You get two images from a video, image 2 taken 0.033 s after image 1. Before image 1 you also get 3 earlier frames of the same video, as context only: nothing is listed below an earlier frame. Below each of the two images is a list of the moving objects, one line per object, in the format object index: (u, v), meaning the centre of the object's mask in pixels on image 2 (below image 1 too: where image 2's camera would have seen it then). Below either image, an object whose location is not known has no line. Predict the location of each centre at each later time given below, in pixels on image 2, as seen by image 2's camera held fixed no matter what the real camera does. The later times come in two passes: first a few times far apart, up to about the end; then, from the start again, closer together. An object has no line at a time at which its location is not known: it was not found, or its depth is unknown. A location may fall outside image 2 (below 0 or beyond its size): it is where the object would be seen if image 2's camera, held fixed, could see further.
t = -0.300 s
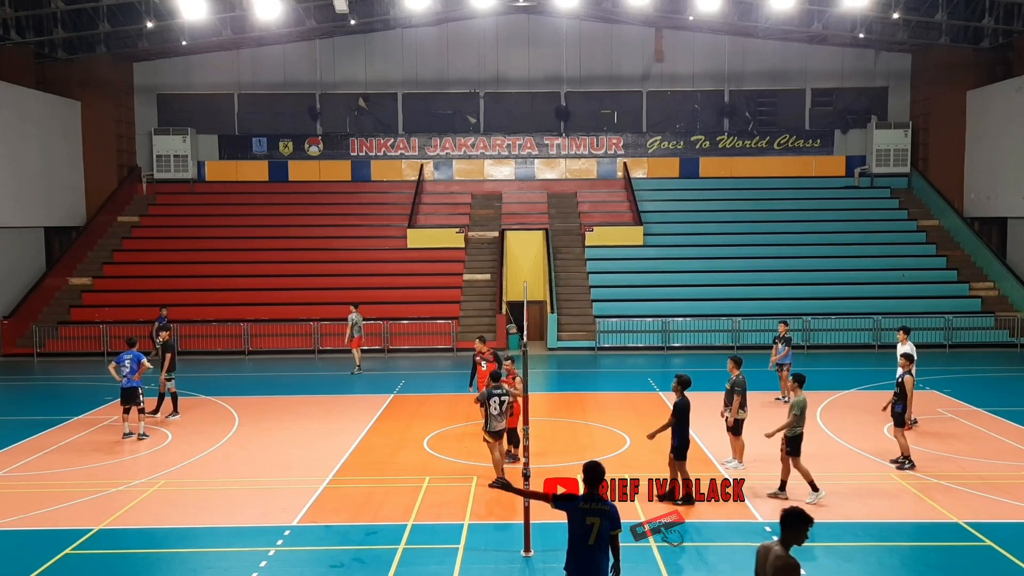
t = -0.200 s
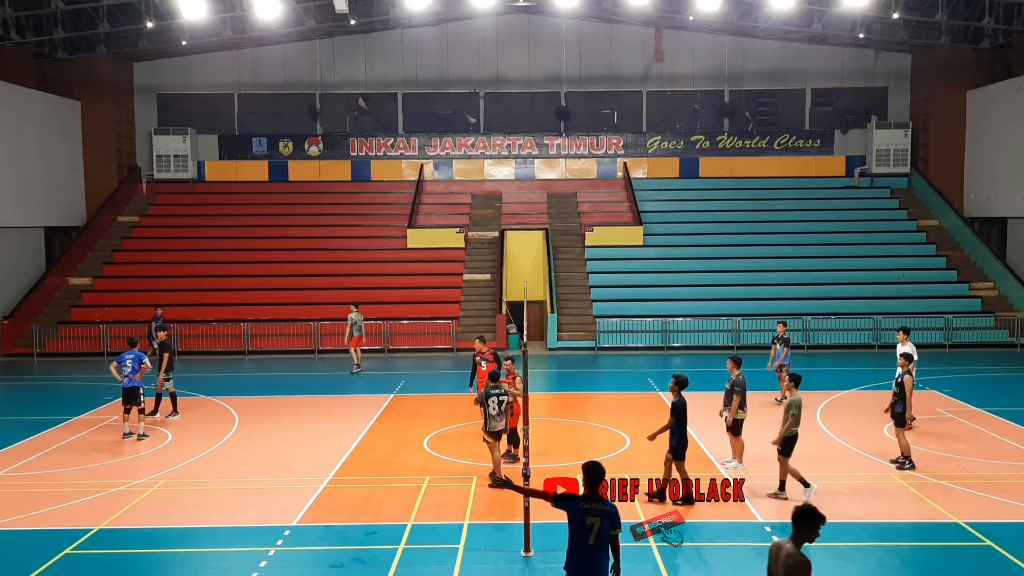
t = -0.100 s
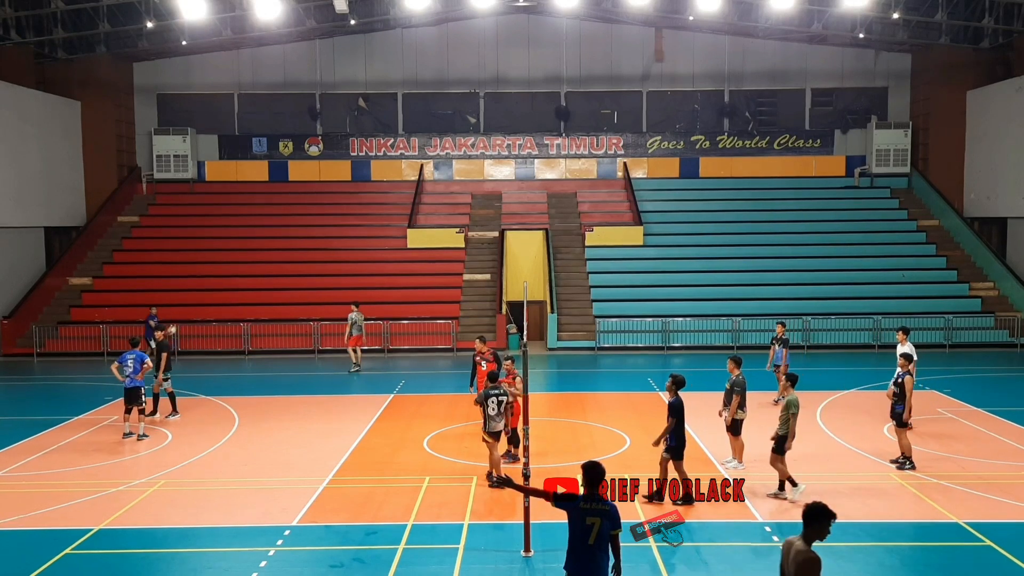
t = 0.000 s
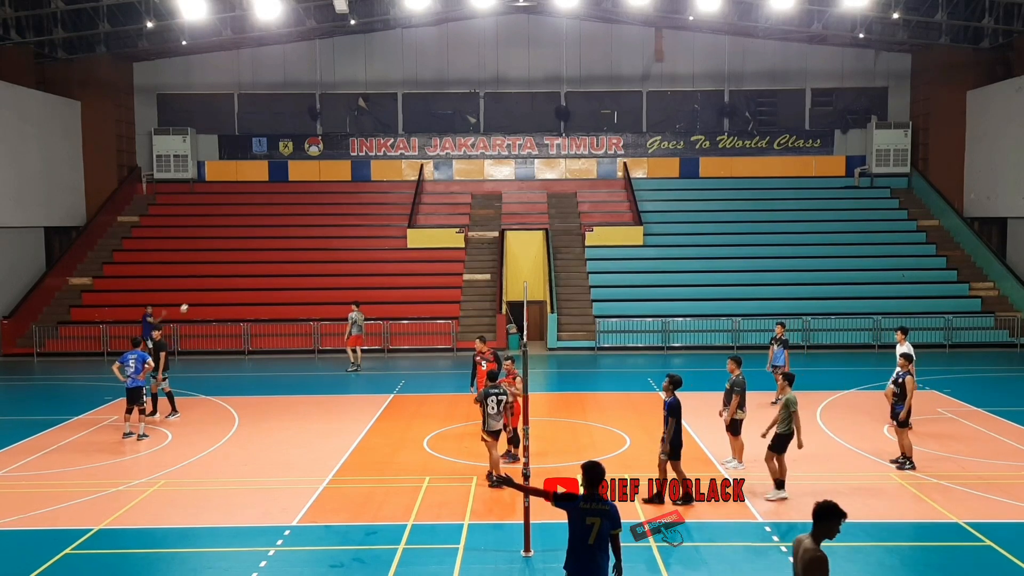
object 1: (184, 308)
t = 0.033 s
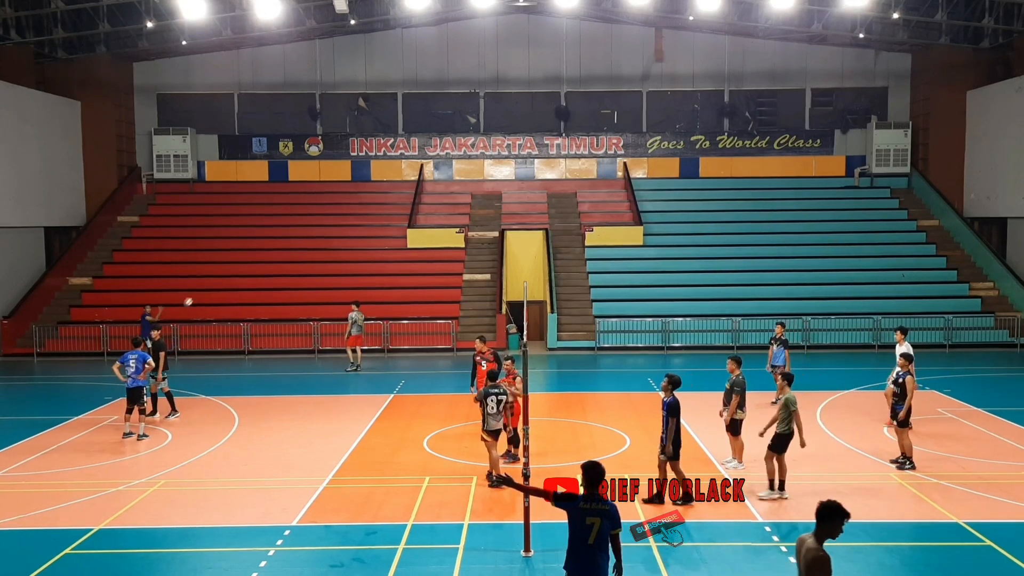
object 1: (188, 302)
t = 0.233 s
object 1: (213, 272)
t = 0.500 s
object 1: (246, 255)
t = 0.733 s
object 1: (275, 261)
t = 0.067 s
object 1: (192, 296)
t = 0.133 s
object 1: (200, 285)
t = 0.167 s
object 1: (205, 280)
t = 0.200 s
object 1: (209, 275)
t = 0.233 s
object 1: (213, 272)
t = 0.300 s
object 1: (221, 265)
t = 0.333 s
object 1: (225, 262)
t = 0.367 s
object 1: (229, 260)
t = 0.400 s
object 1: (233, 258)
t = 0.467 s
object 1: (242, 255)
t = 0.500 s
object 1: (246, 255)
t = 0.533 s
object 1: (250, 254)
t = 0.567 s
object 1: (254, 255)
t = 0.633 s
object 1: (262, 256)
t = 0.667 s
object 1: (266, 257)
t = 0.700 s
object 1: (271, 259)
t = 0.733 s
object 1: (275, 261)
